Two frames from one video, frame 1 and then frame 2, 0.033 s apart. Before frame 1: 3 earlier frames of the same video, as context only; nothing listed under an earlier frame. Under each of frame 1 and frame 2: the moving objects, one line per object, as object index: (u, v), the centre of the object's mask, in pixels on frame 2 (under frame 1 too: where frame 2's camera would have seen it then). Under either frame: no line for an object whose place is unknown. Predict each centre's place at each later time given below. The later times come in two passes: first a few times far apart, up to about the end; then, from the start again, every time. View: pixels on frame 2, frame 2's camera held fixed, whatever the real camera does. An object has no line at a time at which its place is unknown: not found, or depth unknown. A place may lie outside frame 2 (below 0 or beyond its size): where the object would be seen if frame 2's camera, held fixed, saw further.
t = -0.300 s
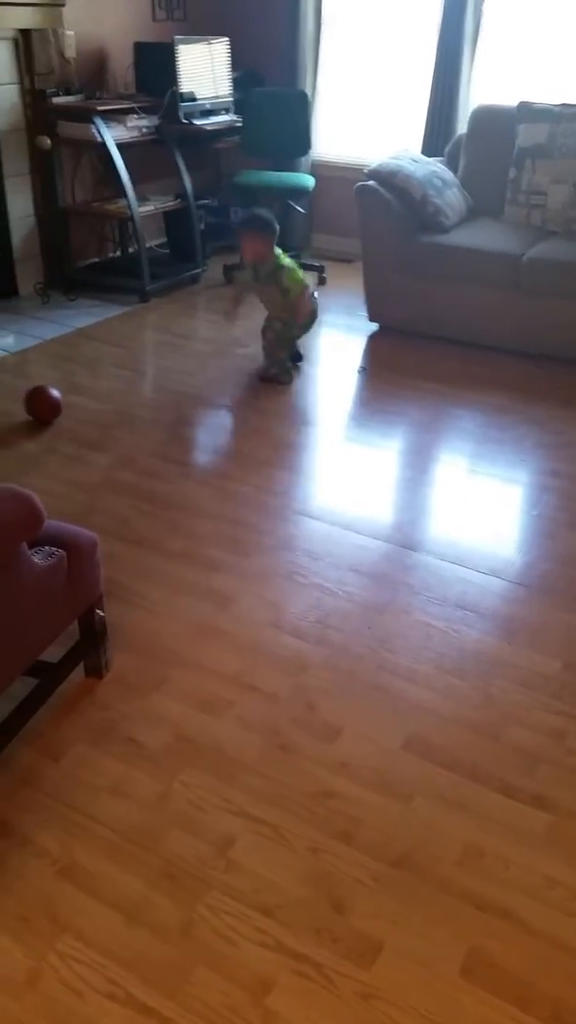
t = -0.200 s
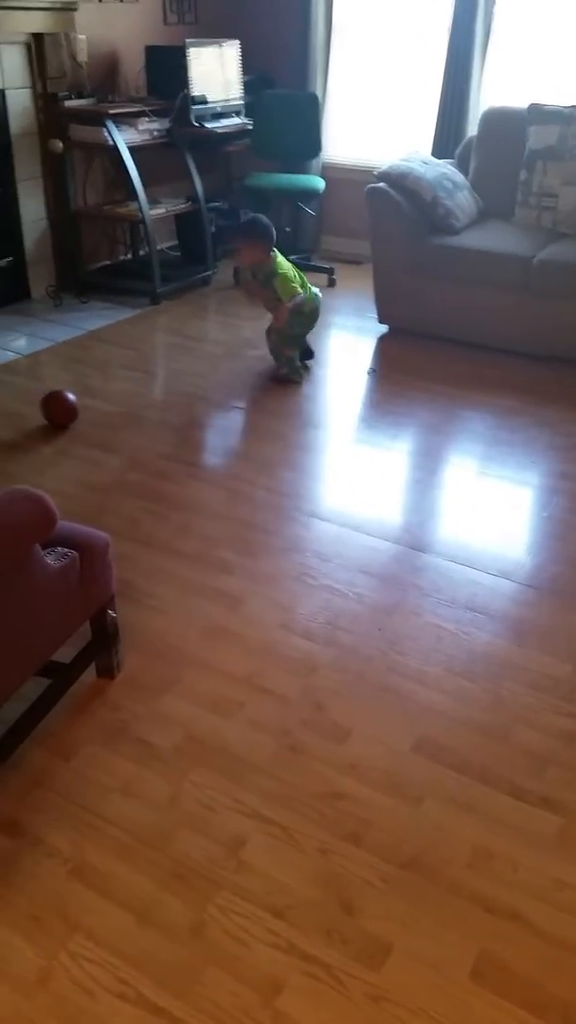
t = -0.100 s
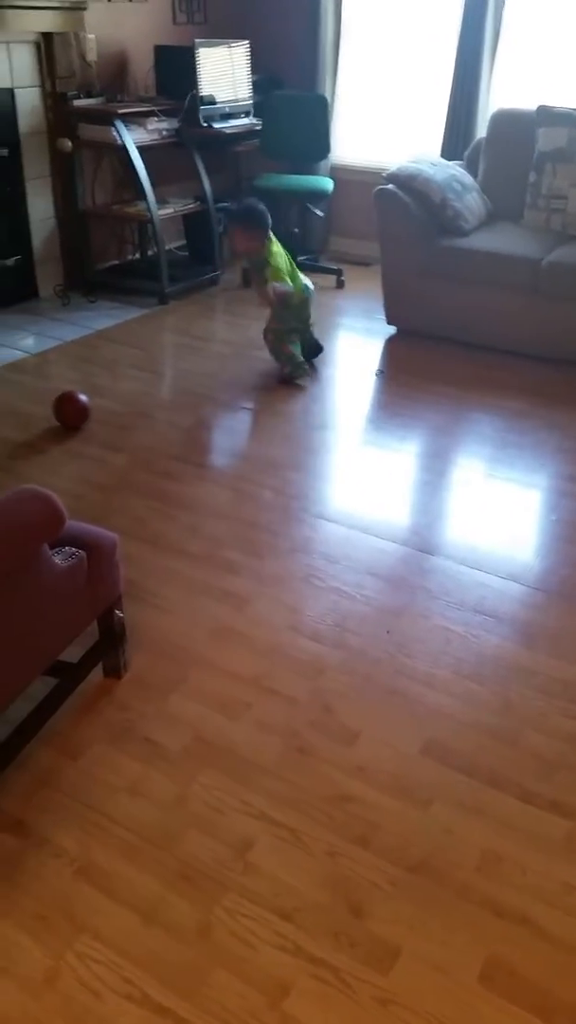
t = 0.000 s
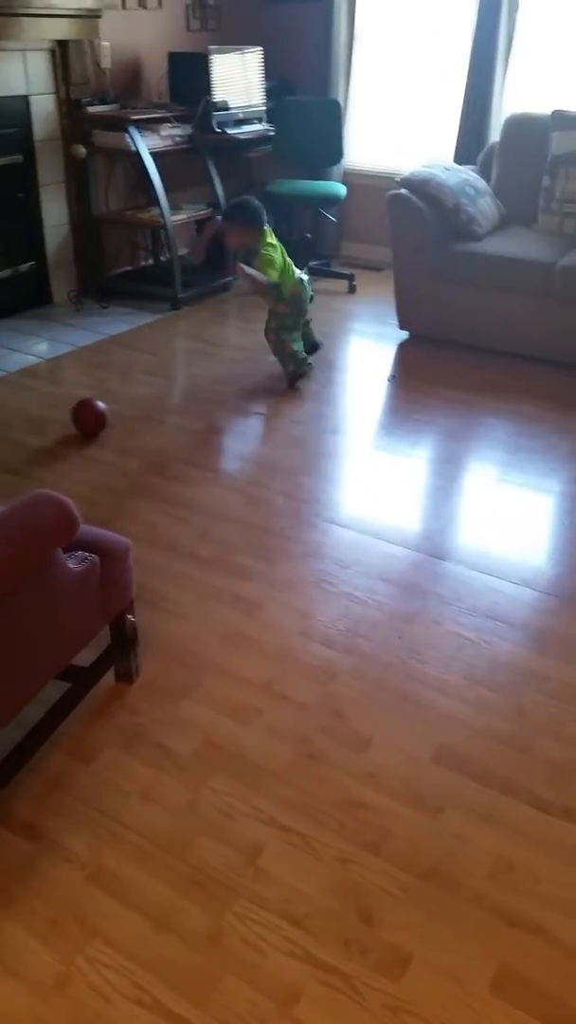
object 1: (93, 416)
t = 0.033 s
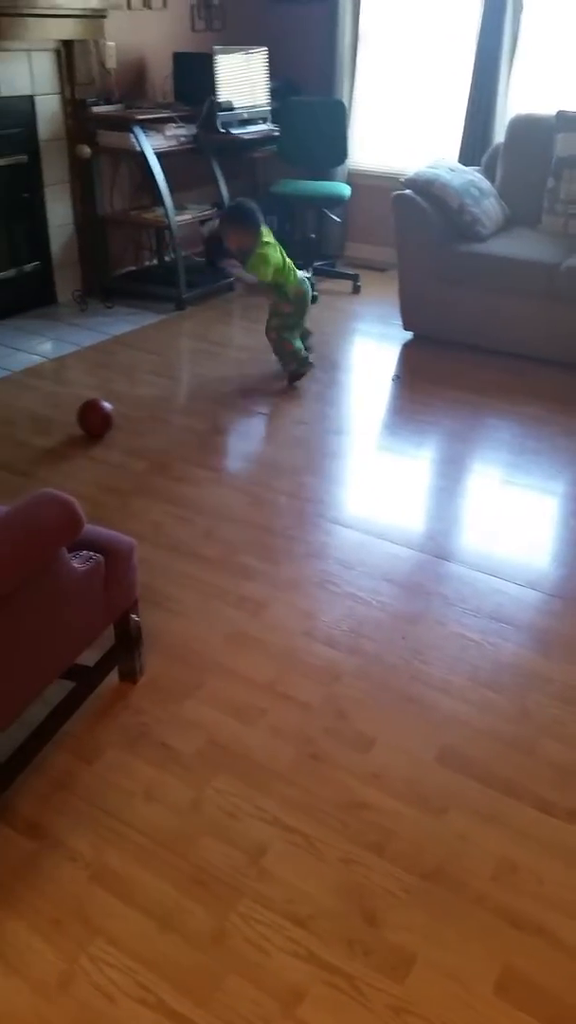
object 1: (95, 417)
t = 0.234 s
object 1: (104, 422)
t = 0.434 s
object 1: (115, 426)
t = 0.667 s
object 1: (126, 432)
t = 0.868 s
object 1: (136, 436)
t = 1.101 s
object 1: (146, 439)
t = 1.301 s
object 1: (154, 444)
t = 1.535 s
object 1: (166, 450)
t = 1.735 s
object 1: (180, 456)
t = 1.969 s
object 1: (198, 462)
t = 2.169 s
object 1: (213, 466)
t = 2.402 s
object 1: (226, 471)
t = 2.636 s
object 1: (238, 476)
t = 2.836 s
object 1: (249, 481)
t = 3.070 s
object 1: (263, 488)
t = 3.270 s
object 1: (277, 494)
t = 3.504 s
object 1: (295, 501)
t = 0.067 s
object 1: (97, 418)
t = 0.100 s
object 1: (98, 419)
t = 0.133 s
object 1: (100, 420)
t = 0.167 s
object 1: (101, 421)
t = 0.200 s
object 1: (103, 422)
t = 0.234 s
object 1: (104, 422)
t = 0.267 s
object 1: (106, 423)
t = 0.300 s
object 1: (108, 424)
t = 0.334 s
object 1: (110, 425)
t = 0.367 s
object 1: (112, 425)
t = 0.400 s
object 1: (113, 426)
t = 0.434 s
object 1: (115, 426)
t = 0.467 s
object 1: (116, 428)
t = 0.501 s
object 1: (118, 429)
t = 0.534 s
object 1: (120, 429)
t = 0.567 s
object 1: (121, 430)
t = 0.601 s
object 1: (123, 430)
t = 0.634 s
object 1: (125, 431)
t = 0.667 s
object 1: (126, 432)
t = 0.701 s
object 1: (128, 433)
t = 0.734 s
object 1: (130, 433)
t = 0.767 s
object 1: (131, 434)
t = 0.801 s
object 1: (133, 434)
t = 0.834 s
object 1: (135, 435)
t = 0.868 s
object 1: (136, 436)
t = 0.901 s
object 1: (137, 436)
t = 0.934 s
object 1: (139, 437)
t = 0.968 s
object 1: (140, 437)
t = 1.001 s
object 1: (142, 437)
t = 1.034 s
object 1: (143, 438)
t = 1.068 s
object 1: (144, 439)
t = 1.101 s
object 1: (146, 439)
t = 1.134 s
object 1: (147, 440)
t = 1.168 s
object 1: (149, 441)
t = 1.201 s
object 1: (150, 442)
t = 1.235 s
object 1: (151, 443)
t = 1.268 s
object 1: (153, 444)
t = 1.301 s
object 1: (154, 444)
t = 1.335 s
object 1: (156, 445)
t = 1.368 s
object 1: (158, 445)
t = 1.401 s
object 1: (159, 447)
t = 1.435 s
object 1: (160, 448)
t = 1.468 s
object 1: (162, 449)
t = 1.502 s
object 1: (164, 449)
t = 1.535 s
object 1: (166, 450)
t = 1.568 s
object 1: (169, 452)
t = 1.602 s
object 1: (171, 453)
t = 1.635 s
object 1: (173, 453)
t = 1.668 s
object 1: (176, 454)
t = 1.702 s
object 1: (178, 455)
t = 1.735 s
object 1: (180, 456)
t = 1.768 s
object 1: (183, 457)
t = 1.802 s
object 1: (185, 458)
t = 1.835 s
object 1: (188, 459)
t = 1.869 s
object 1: (190, 460)
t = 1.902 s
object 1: (193, 461)
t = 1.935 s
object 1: (195, 461)
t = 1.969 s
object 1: (198, 462)
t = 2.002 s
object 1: (200, 463)
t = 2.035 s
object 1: (203, 463)
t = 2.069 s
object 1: (205, 464)
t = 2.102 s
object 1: (208, 465)
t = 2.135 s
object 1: (210, 466)
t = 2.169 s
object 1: (213, 466)
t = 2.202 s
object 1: (215, 467)
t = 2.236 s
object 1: (217, 467)
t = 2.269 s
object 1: (219, 468)
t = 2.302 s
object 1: (221, 469)
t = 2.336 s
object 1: (223, 469)
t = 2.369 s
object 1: (224, 470)
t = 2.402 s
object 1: (226, 471)
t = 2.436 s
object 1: (228, 472)
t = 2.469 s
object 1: (230, 472)
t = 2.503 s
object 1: (231, 473)
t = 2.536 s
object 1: (233, 474)
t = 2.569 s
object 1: (234, 474)
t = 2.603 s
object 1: (236, 475)
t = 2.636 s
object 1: (238, 476)
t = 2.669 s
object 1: (240, 477)
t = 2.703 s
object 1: (241, 478)
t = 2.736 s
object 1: (243, 478)
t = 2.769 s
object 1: (245, 479)
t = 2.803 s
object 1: (247, 480)
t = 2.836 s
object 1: (249, 481)
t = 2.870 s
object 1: (251, 482)
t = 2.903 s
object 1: (253, 483)
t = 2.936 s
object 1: (255, 484)
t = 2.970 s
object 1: (257, 484)
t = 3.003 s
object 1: (259, 486)
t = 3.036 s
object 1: (261, 487)
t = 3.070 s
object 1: (263, 488)
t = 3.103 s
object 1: (265, 489)
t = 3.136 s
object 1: (267, 490)
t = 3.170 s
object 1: (270, 491)
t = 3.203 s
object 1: (272, 492)
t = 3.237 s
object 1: (275, 493)
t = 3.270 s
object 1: (277, 494)
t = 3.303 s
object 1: (280, 495)
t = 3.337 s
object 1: (282, 496)
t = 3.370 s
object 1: (285, 498)
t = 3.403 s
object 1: (287, 499)
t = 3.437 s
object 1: (290, 499)
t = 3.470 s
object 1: (292, 500)
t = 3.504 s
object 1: (295, 501)
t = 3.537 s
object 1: (297, 502)
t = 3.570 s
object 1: (300, 503)
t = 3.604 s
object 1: (302, 503)
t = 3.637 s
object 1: (304, 504)
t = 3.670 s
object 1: (307, 505)
